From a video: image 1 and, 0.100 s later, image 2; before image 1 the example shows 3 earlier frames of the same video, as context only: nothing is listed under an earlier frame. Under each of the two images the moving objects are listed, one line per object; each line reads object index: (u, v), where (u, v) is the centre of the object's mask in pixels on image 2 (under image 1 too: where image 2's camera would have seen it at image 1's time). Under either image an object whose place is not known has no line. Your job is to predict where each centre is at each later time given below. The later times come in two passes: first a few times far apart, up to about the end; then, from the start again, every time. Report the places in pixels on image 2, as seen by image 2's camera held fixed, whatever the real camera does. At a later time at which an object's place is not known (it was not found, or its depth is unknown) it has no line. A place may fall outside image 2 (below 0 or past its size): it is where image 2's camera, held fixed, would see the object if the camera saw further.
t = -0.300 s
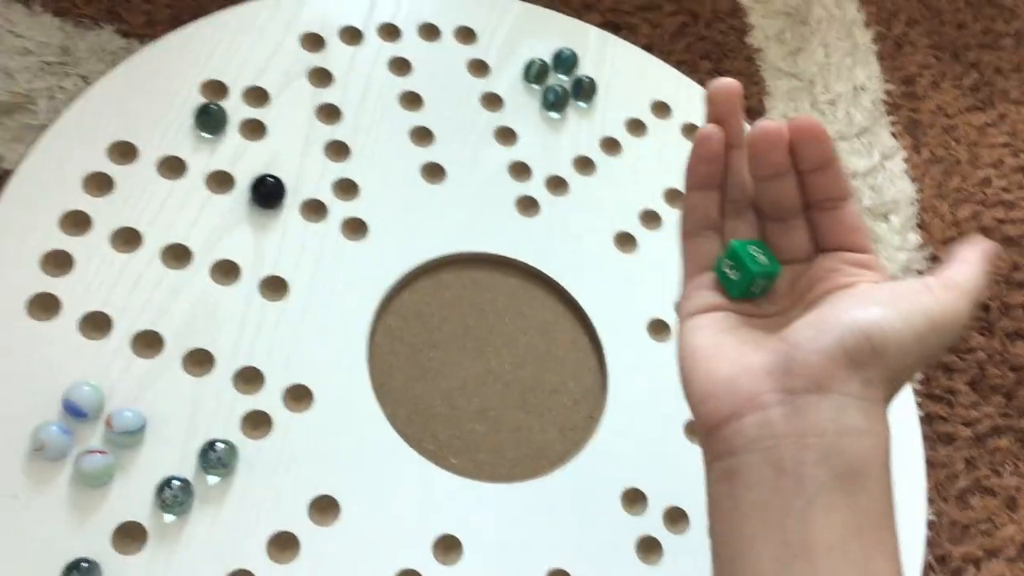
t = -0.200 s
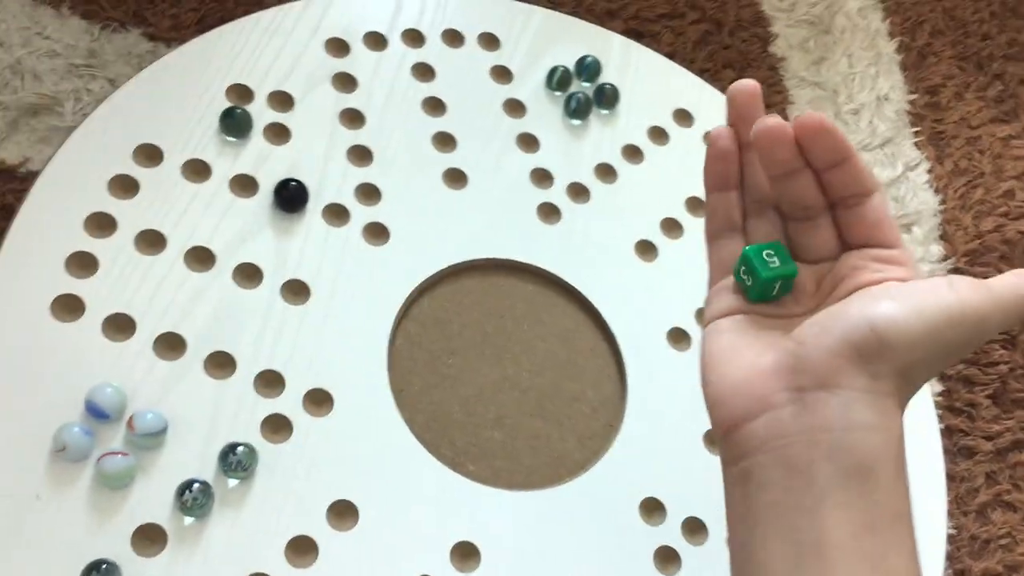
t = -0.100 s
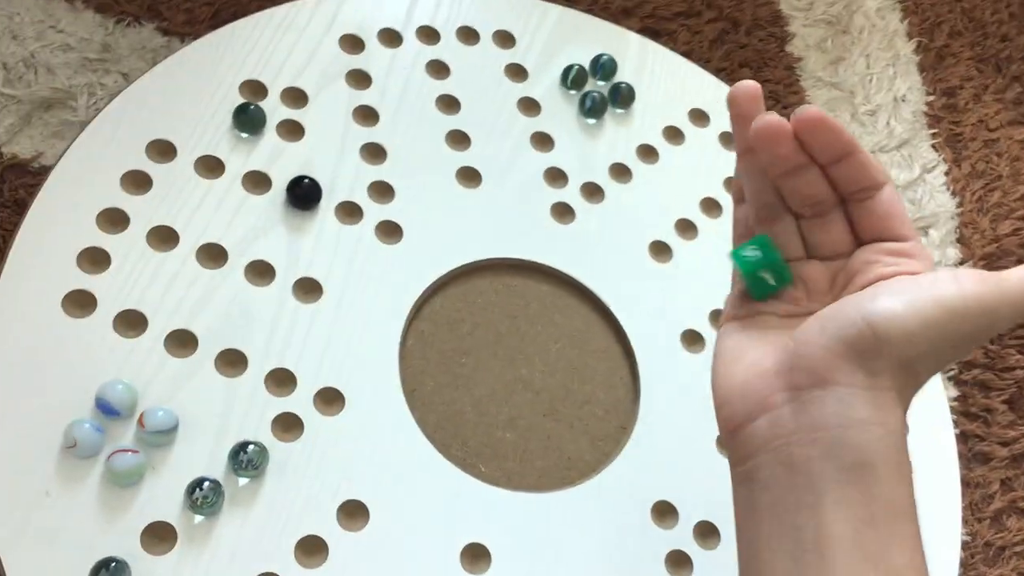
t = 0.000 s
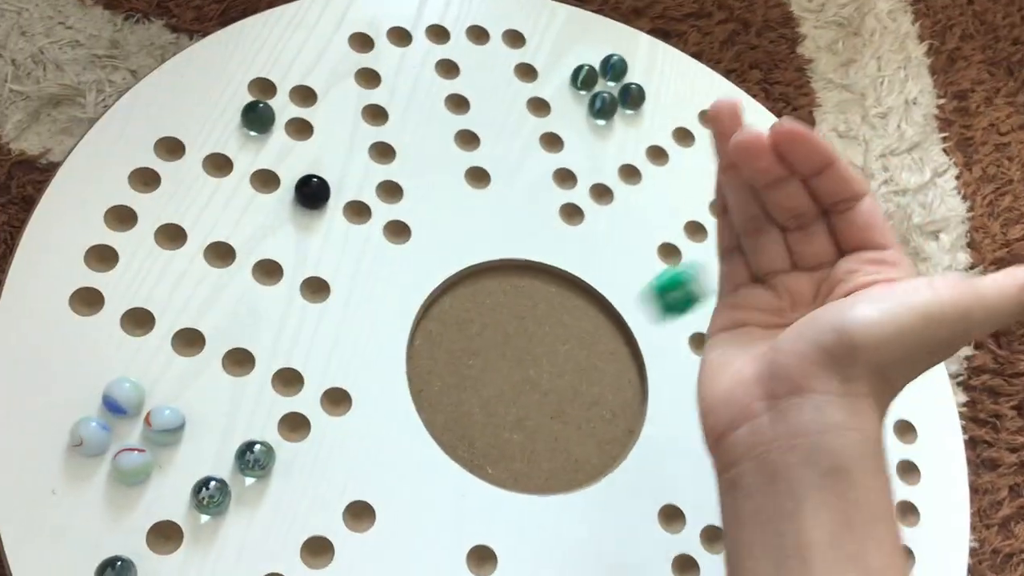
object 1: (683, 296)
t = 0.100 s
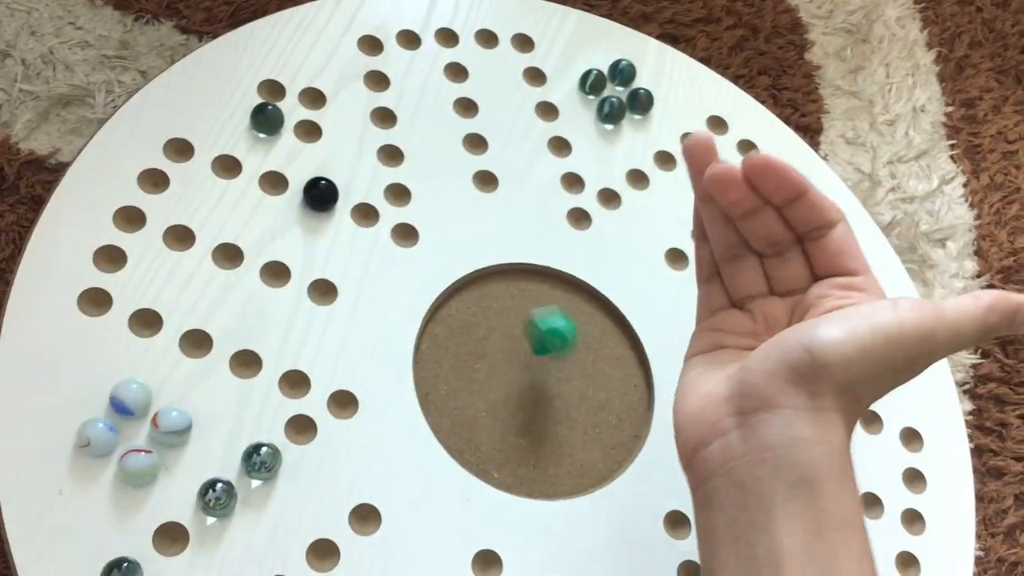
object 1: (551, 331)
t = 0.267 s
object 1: (388, 252)
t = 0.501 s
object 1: (275, 269)
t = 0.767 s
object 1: (264, 311)
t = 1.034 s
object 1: (264, 312)
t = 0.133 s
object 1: (521, 317)
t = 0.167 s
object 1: (481, 310)
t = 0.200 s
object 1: (455, 287)
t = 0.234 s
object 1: (424, 264)
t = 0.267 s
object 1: (388, 252)
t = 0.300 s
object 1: (364, 228)
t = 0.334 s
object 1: (335, 215)
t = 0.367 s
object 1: (319, 228)
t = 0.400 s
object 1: (302, 240)
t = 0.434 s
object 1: (287, 250)
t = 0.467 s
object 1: (273, 263)
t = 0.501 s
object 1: (275, 269)
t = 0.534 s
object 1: (274, 281)
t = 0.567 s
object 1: (273, 286)
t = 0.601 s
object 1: (273, 294)
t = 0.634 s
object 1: (272, 301)
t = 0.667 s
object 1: (270, 306)
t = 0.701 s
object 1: (267, 311)
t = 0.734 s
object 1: (264, 311)
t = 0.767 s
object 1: (264, 311)
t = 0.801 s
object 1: (264, 311)
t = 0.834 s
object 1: (264, 311)
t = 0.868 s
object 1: (264, 311)
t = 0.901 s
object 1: (264, 311)
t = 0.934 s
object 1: (264, 312)
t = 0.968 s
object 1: (264, 311)
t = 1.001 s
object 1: (264, 312)
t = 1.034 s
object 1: (264, 312)
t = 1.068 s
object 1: (264, 311)
